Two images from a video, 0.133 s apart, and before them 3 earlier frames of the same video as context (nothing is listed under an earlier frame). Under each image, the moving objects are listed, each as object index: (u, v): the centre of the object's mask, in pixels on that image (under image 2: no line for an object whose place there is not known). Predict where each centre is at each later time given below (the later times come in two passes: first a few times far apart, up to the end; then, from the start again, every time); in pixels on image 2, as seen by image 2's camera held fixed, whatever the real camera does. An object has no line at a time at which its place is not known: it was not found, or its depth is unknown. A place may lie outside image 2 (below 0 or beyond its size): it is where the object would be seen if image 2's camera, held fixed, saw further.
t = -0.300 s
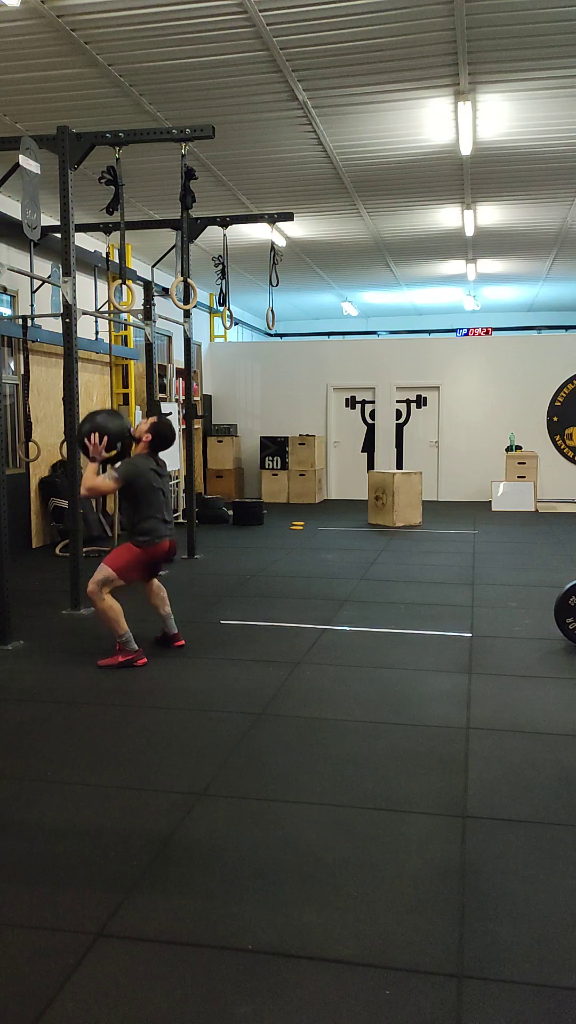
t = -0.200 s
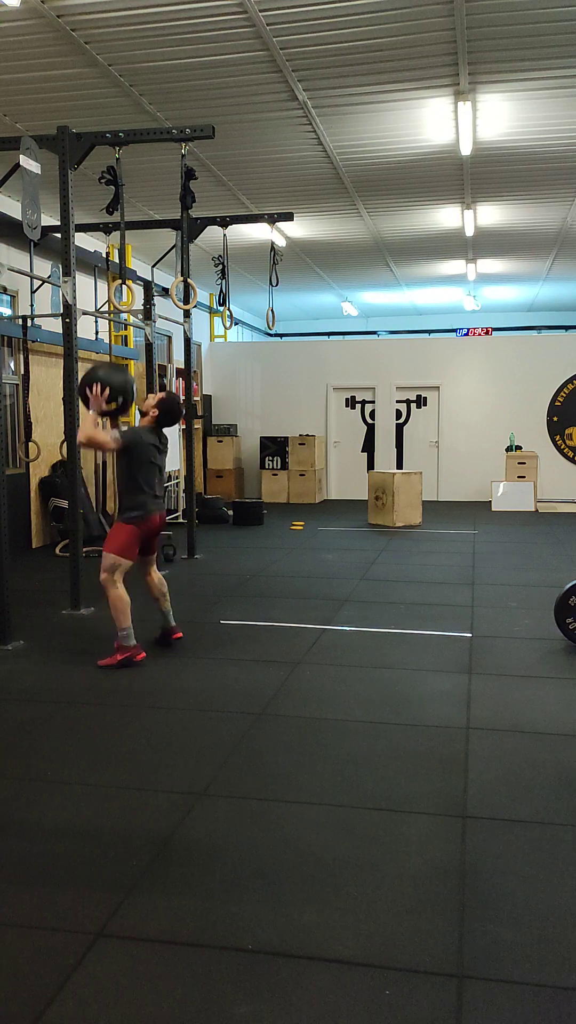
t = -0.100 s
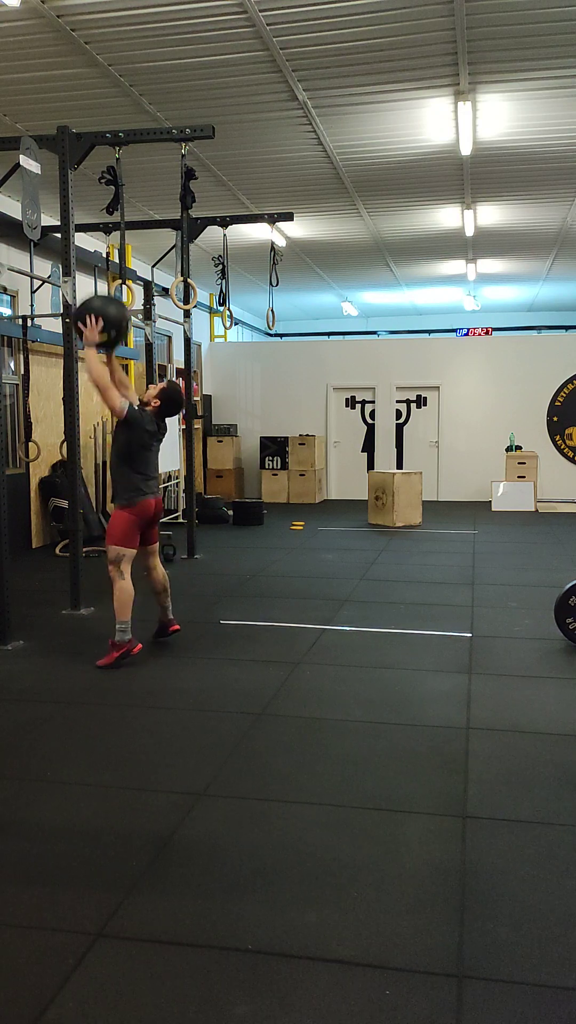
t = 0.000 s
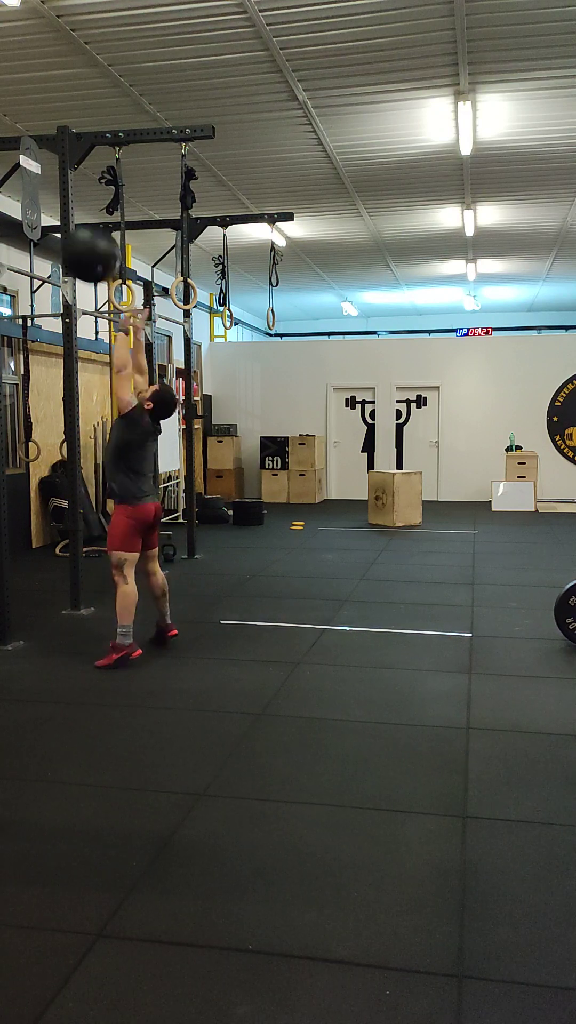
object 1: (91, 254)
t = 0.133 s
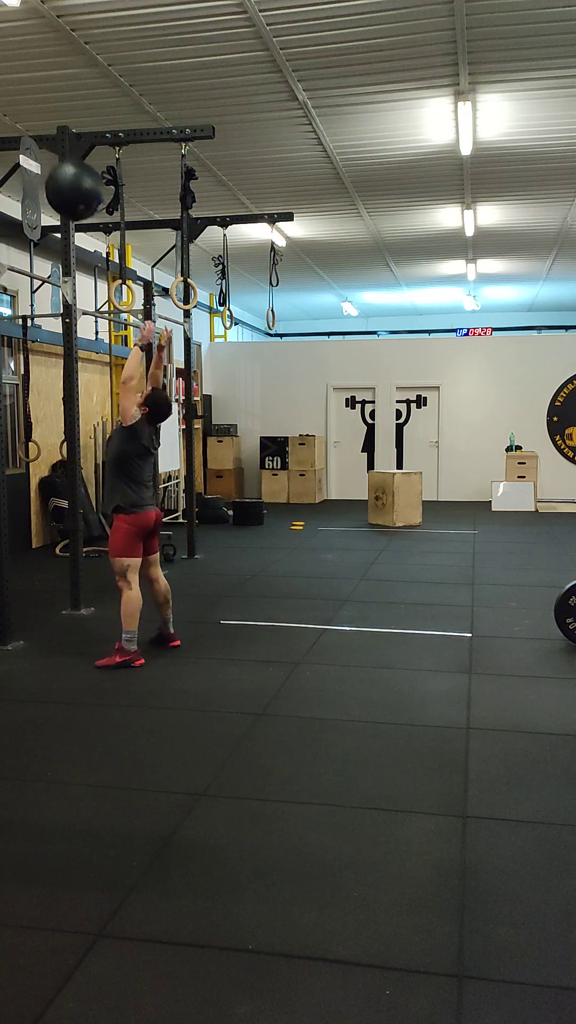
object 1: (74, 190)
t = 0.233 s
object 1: (63, 163)
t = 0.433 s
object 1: (57, 156)
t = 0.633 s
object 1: (75, 213)
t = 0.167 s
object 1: (71, 179)
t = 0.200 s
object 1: (67, 170)
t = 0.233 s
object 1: (63, 163)
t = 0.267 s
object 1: (59, 156)
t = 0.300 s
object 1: (57, 152)
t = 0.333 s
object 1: (54, 150)
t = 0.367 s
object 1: (53, 150)
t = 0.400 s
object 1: (55, 152)
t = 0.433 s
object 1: (57, 156)
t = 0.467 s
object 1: (61, 160)
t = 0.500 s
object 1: (63, 167)
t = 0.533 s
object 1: (66, 176)
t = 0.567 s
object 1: (69, 187)
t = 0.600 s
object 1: (72, 199)
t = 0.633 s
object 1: (75, 213)
